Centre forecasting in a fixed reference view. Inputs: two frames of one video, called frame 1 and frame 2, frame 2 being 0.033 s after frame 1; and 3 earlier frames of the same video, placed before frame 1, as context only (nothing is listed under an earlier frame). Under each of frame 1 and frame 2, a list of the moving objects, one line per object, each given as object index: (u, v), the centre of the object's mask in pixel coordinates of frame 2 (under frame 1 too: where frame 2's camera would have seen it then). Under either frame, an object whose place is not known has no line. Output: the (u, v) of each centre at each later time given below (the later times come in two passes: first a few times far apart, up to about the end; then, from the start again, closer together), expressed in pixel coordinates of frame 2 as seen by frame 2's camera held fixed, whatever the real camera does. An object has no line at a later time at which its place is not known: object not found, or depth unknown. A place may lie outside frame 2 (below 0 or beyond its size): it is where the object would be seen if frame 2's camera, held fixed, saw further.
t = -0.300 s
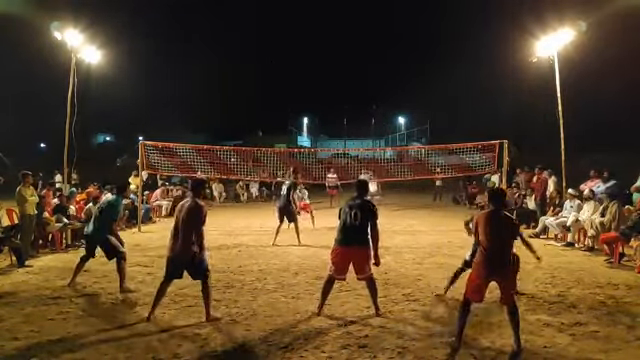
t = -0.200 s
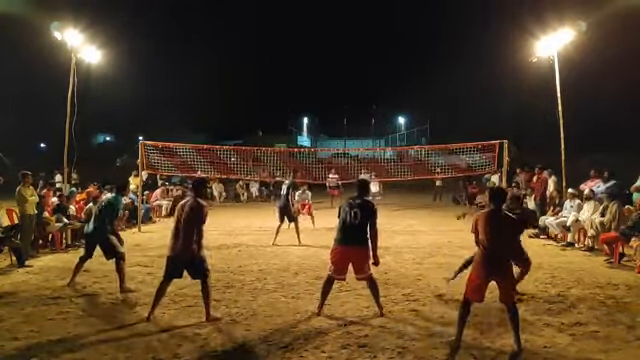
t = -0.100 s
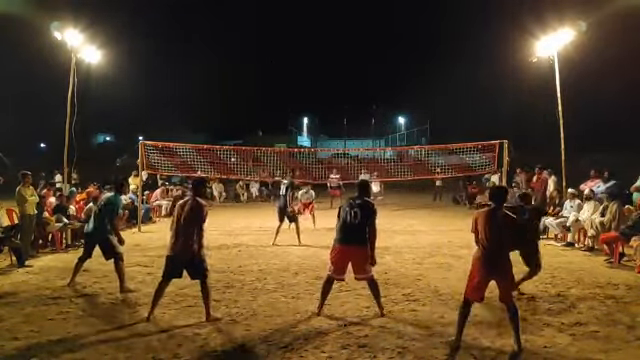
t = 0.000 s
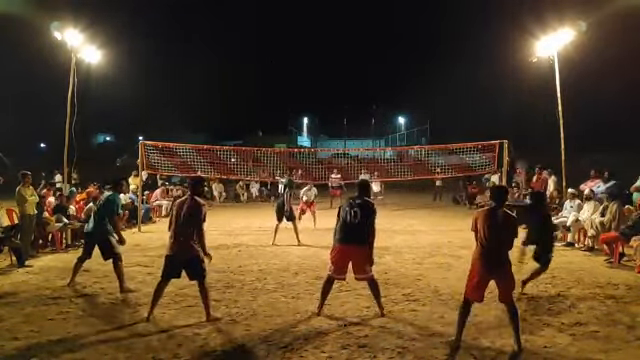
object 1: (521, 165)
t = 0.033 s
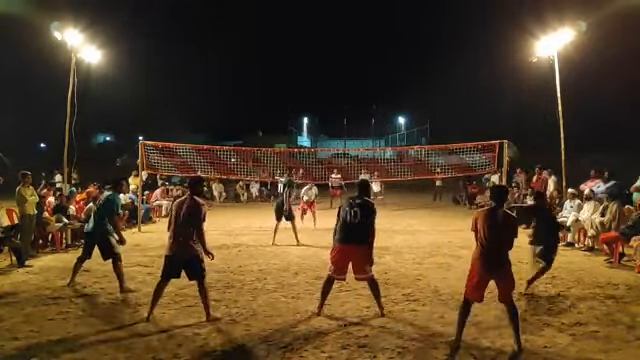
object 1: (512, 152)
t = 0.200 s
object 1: (457, 87)
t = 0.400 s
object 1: (409, 42)
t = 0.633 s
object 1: (366, 20)
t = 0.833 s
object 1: (337, 18)
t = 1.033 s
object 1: (311, 29)
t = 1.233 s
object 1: (291, 50)
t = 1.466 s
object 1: (269, 84)
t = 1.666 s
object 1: (254, 120)
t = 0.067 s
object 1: (498, 134)
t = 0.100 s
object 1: (487, 121)
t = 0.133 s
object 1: (477, 109)
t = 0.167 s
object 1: (467, 97)
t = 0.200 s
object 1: (457, 87)
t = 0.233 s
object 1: (448, 77)
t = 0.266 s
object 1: (440, 69)
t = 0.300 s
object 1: (431, 61)
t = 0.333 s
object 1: (424, 55)
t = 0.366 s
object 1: (416, 48)
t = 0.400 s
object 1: (409, 42)
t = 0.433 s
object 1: (402, 37)
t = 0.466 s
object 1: (396, 33)
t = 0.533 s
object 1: (384, 26)
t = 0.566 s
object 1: (378, 24)
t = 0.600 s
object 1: (372, 21)
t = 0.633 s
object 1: (366, 20)
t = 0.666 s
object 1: (361, 19)
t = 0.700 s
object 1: (356, 17)
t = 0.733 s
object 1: (351, 17)
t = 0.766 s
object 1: (346, 17)
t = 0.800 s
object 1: (341, 17)
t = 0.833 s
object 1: (337, 18)
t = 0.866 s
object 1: (332, 19)
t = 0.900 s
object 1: (328, 20)
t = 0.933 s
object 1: (324, 22)
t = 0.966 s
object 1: (320, 24)
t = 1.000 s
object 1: (315, 26)
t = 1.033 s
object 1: (311, 29)
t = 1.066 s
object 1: (308, 32)
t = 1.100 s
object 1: (304, 35)
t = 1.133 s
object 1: (301, 38)
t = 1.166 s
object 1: (297, 42)
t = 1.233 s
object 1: (291, 50)
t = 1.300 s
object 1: (284, 59)
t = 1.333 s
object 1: (281, 63)
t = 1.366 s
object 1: (278, 68)
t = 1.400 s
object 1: (275, 73)
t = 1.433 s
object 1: (272, 78)
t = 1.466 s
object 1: (269, 84)
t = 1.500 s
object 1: (267, 90)
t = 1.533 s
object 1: (264, 95)
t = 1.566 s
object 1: (261, 102)
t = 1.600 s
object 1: (259, 108)
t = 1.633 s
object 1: (256, 114)
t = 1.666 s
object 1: (254, 120)
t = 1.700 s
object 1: (251, 127)
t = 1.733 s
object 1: (249, 134)
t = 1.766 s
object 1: (247, 140)
